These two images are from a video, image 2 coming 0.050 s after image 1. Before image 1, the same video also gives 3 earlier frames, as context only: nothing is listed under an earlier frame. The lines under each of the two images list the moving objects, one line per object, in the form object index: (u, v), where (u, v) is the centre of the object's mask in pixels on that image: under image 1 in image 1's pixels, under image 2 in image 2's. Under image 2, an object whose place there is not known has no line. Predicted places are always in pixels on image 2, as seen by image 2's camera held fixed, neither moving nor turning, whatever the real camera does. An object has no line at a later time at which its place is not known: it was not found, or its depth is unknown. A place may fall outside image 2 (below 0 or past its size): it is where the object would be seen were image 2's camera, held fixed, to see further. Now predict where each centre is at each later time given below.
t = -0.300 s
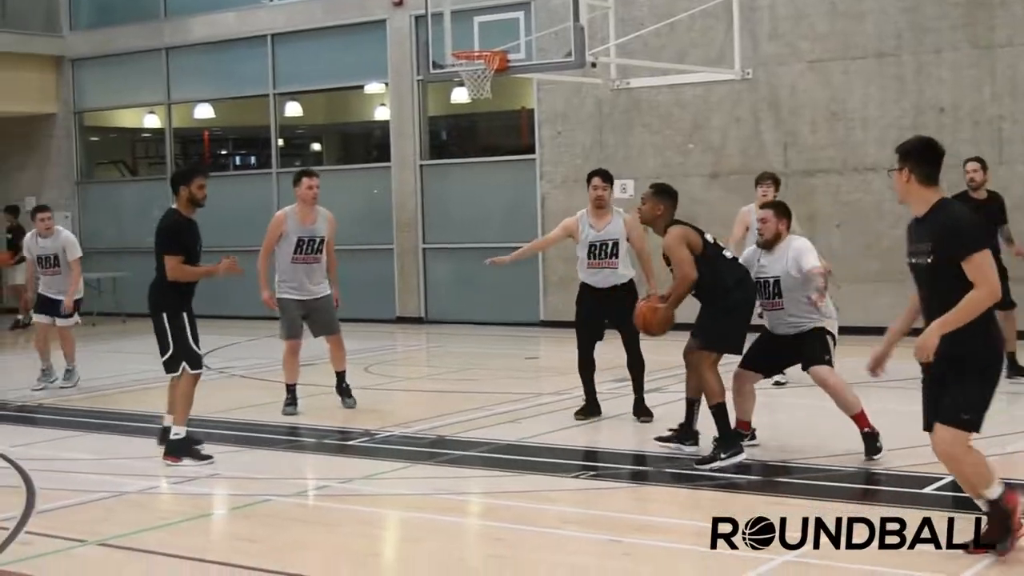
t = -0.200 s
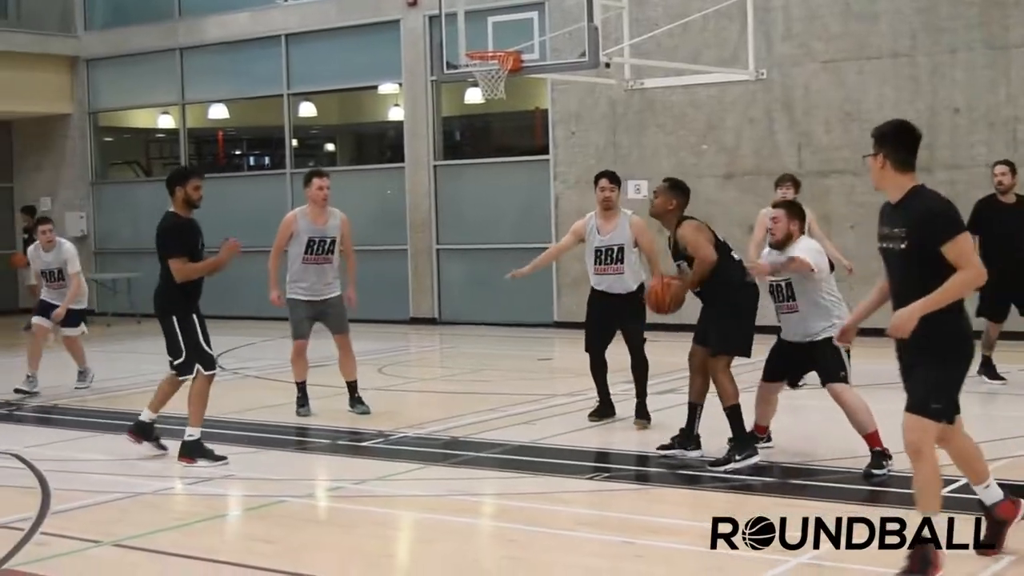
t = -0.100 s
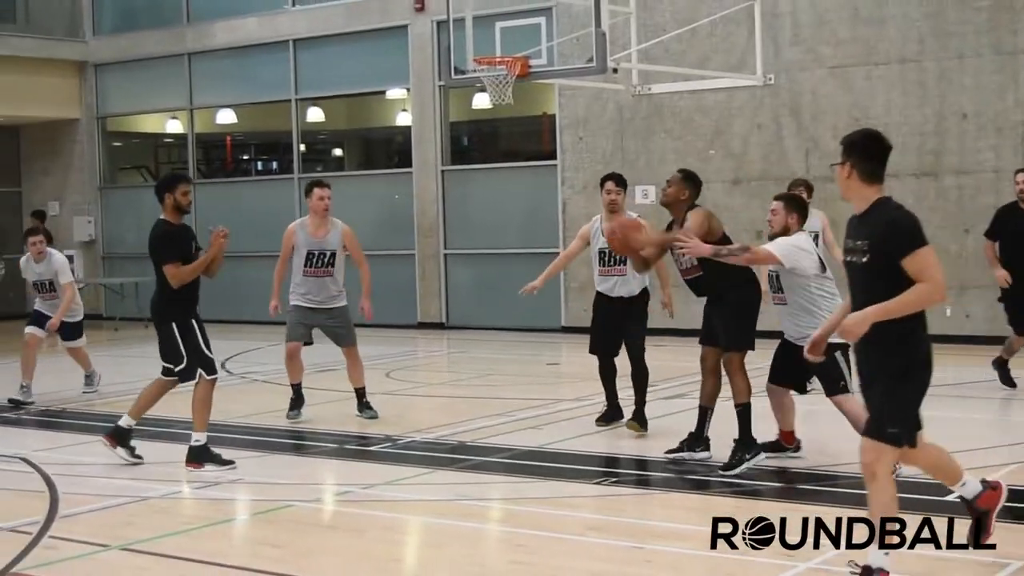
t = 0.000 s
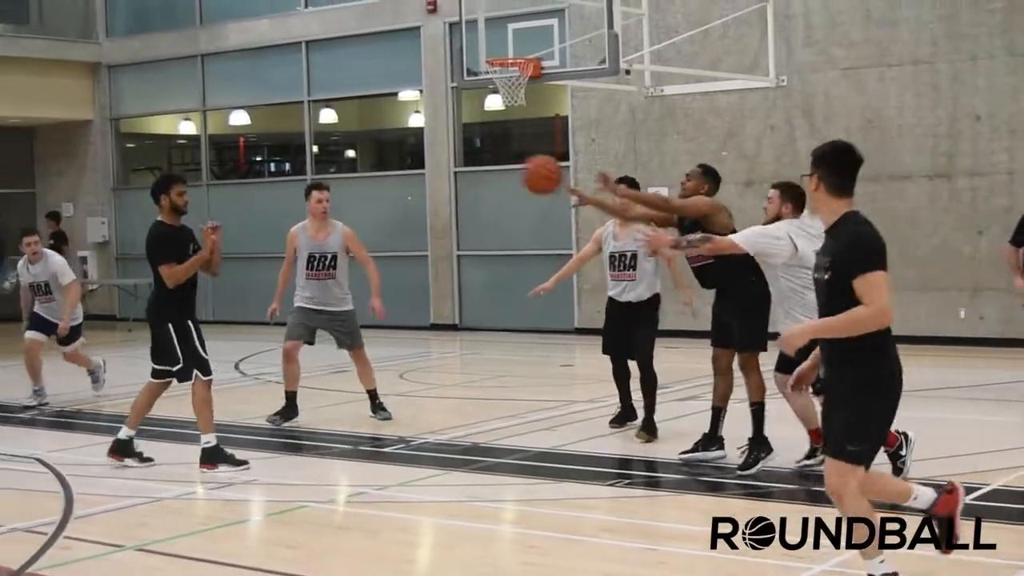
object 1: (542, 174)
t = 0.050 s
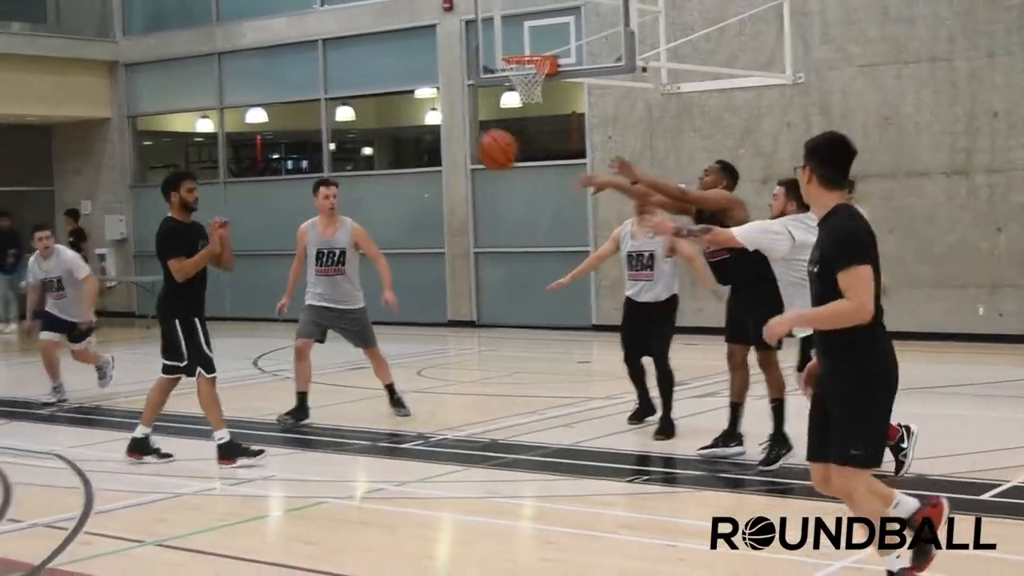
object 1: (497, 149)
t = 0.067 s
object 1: (479, 144)
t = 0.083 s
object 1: (459, 137)
